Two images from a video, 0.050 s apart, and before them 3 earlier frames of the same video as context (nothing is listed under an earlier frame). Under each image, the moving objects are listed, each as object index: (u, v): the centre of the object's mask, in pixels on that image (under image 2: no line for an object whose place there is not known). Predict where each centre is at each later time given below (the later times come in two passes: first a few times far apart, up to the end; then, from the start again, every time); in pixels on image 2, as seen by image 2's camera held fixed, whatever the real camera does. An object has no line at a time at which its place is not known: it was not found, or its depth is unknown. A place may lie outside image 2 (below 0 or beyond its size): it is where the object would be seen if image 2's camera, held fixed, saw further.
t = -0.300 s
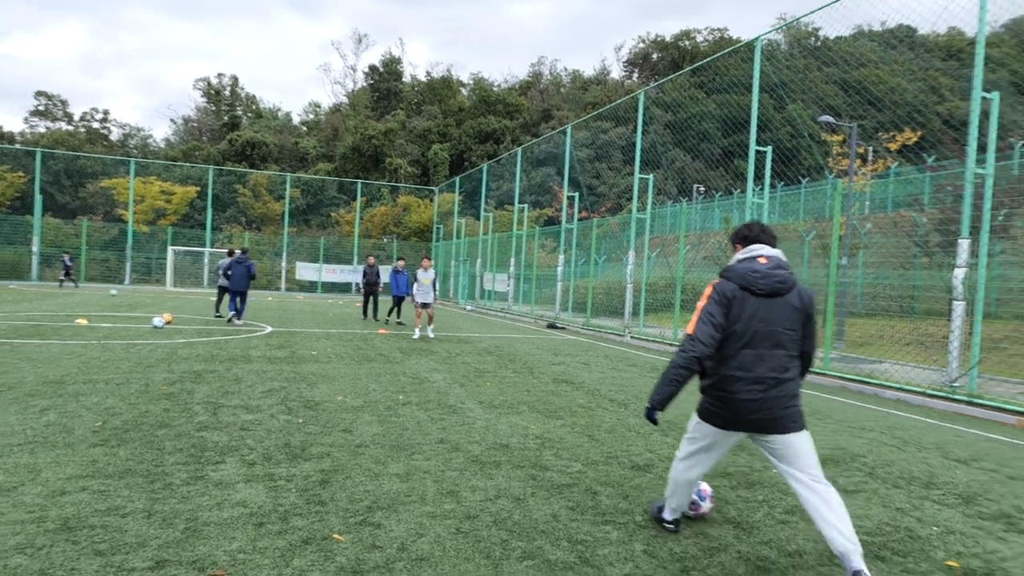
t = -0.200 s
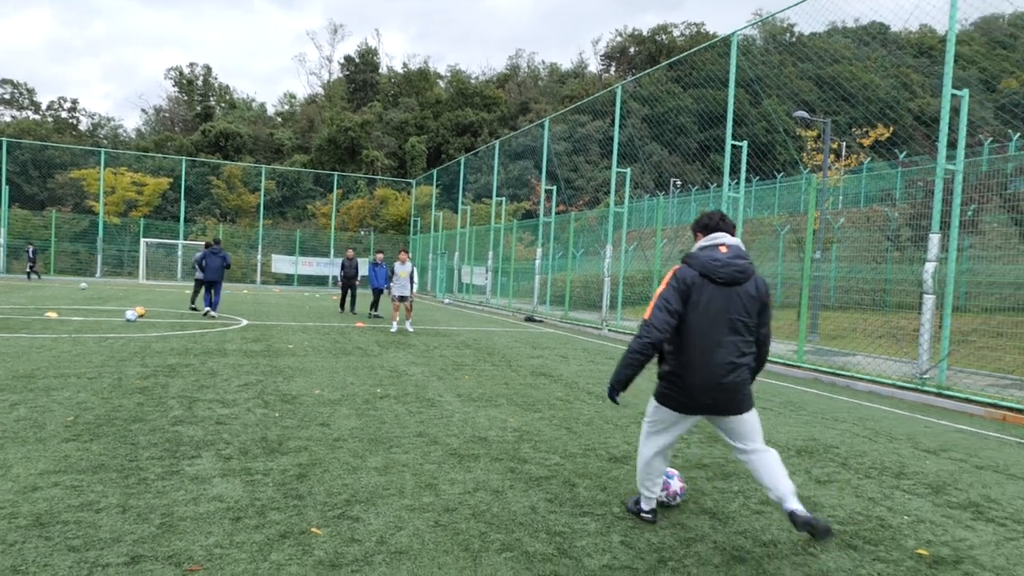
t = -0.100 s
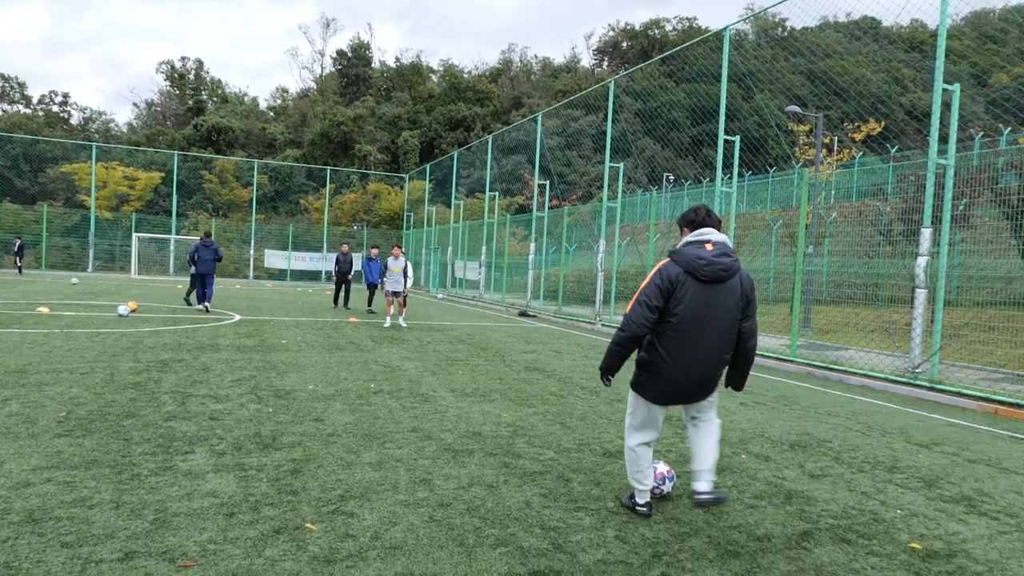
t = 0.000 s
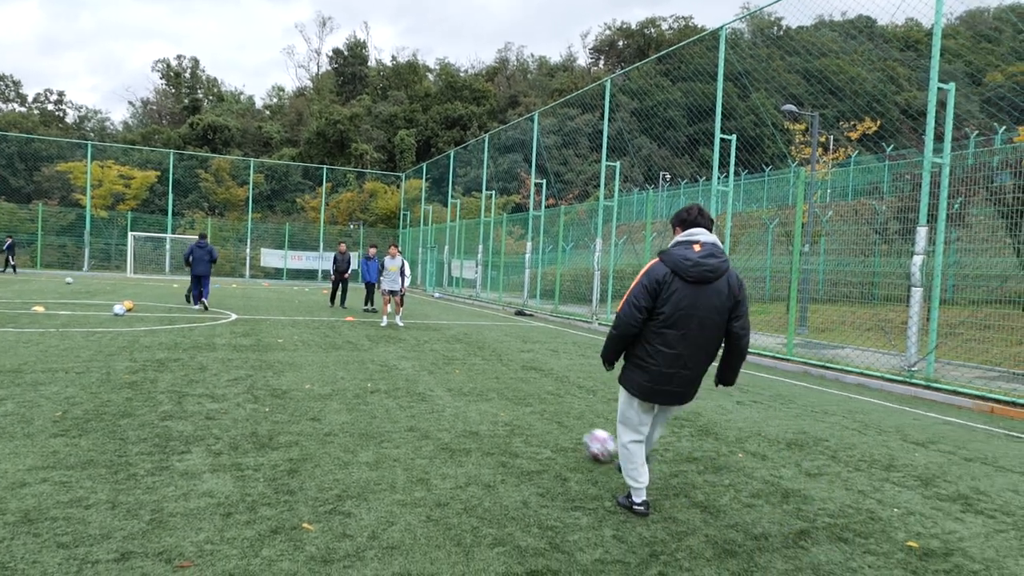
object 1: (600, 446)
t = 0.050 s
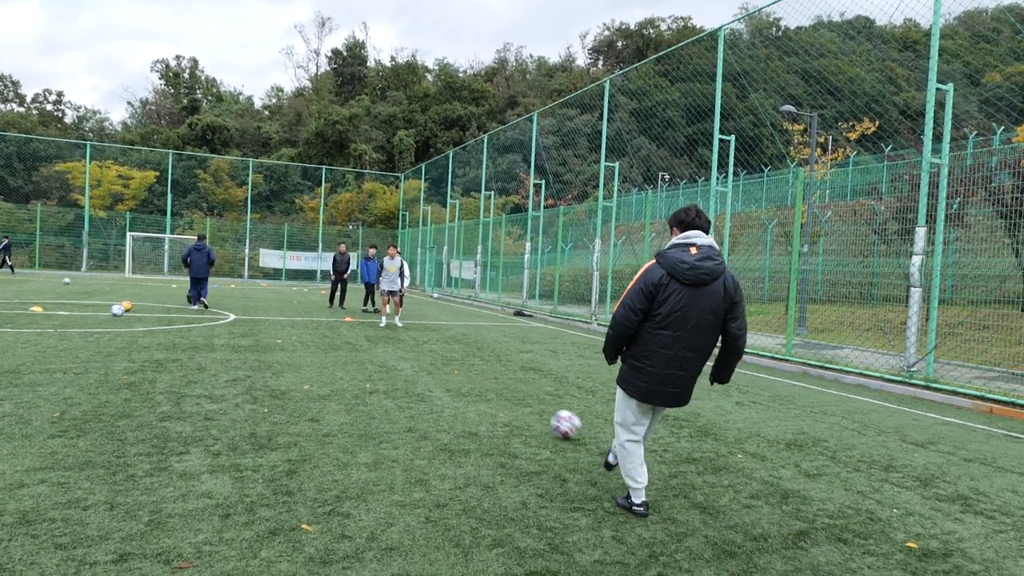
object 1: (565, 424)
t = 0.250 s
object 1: (484, 375)
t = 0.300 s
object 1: (472, 366)
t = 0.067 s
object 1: (556, 420)
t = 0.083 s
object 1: (547, 414)
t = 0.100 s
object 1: (539, 410)
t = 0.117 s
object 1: (531, 404)
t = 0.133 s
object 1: (525, 399)
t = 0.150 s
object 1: (518, 395)
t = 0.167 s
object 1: (512, 391)
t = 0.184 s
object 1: (506, 387)
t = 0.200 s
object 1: (500, 384)
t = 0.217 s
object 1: (495, 381)
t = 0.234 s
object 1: (489, 379)
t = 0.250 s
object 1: (484, 375)
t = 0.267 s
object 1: (480, 372)
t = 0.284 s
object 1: (476, 369)
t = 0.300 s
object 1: (472, 366)
